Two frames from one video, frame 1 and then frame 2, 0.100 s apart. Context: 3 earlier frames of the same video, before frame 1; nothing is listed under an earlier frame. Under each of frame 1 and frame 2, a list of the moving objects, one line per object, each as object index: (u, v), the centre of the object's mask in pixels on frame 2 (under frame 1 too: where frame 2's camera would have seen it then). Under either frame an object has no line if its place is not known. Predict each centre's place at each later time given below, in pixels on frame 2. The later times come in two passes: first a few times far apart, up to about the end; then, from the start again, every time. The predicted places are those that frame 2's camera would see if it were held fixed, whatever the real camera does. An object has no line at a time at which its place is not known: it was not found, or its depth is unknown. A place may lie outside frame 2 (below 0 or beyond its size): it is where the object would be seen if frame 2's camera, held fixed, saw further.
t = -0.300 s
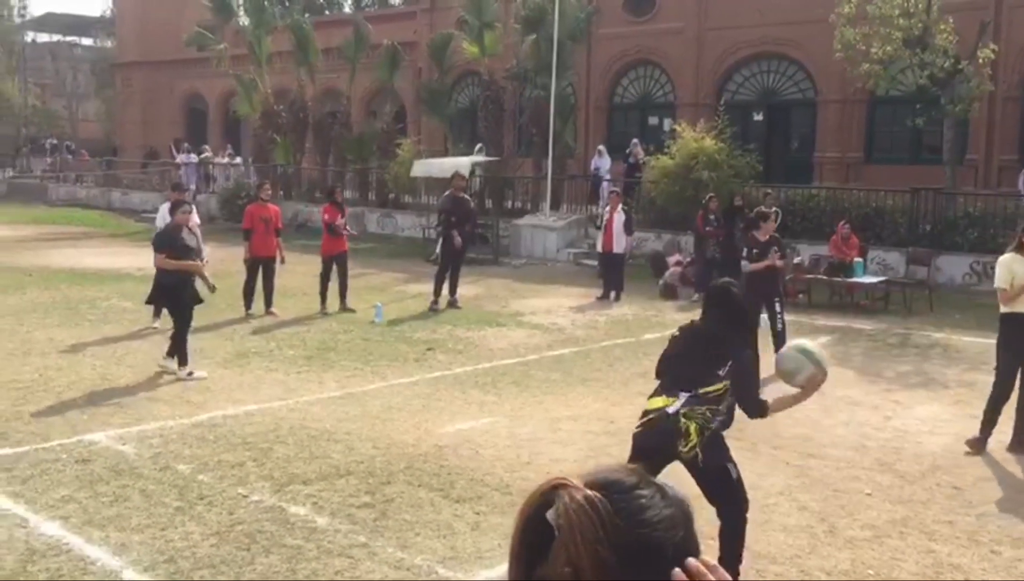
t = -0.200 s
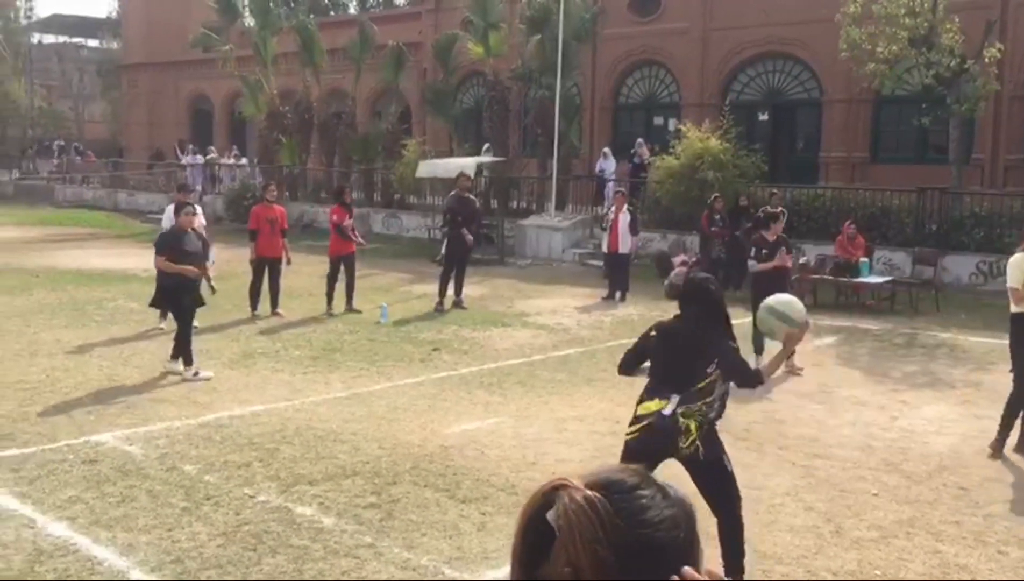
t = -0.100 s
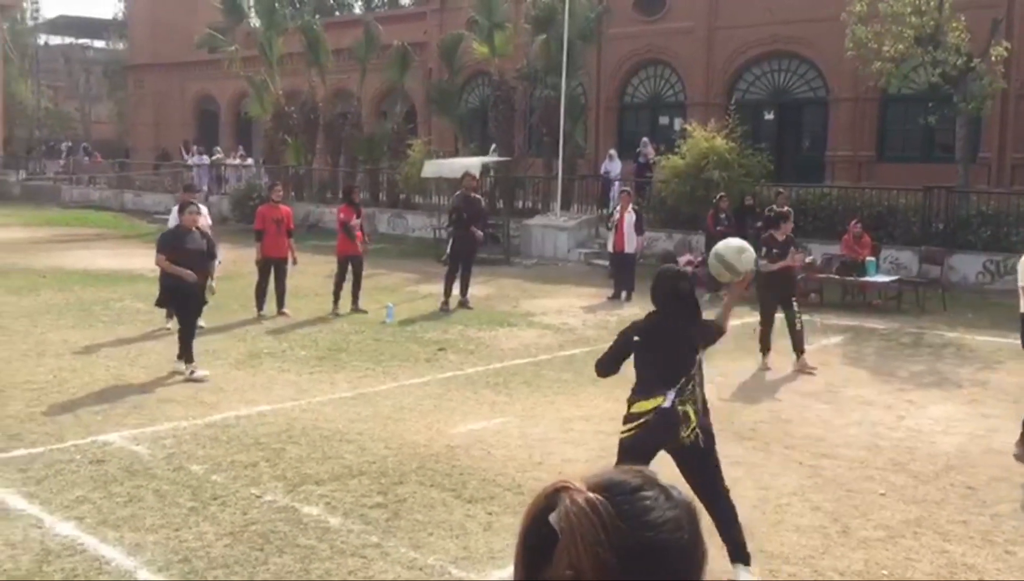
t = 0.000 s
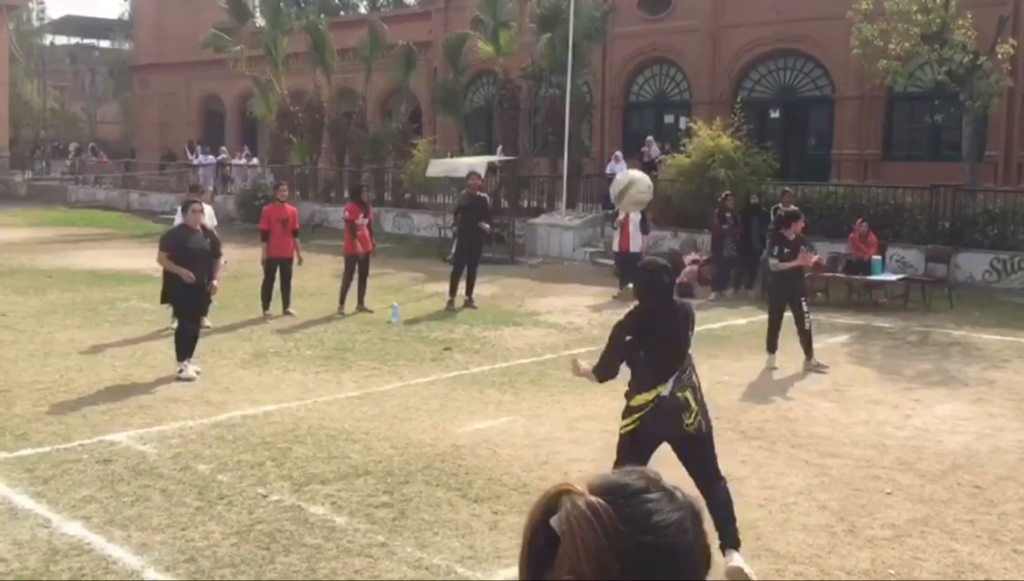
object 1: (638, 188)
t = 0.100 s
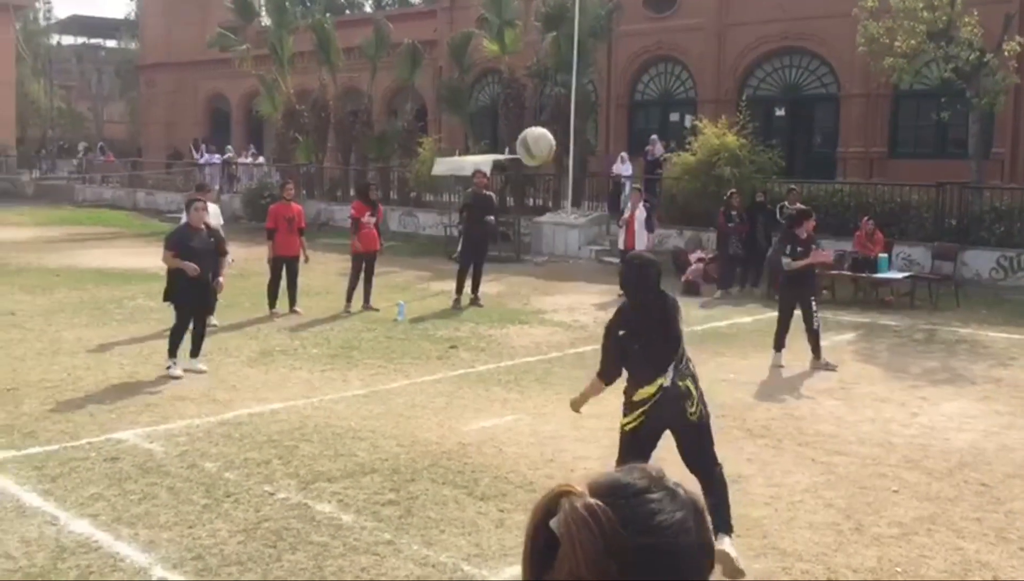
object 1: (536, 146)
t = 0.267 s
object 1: (399, 120)
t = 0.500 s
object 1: (256, 153)
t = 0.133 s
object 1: (505, 137)
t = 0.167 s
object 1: (476, 130)
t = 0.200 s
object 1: (448, 125)
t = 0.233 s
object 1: (423, 122)
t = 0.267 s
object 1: (399, 120)
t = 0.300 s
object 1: (376, 121)
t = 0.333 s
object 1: (354, 123)
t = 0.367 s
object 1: (332, 127)
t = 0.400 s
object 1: (312, 132)
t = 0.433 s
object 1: (292, 138)
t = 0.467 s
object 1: (274, 146)
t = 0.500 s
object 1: (256, 153)
